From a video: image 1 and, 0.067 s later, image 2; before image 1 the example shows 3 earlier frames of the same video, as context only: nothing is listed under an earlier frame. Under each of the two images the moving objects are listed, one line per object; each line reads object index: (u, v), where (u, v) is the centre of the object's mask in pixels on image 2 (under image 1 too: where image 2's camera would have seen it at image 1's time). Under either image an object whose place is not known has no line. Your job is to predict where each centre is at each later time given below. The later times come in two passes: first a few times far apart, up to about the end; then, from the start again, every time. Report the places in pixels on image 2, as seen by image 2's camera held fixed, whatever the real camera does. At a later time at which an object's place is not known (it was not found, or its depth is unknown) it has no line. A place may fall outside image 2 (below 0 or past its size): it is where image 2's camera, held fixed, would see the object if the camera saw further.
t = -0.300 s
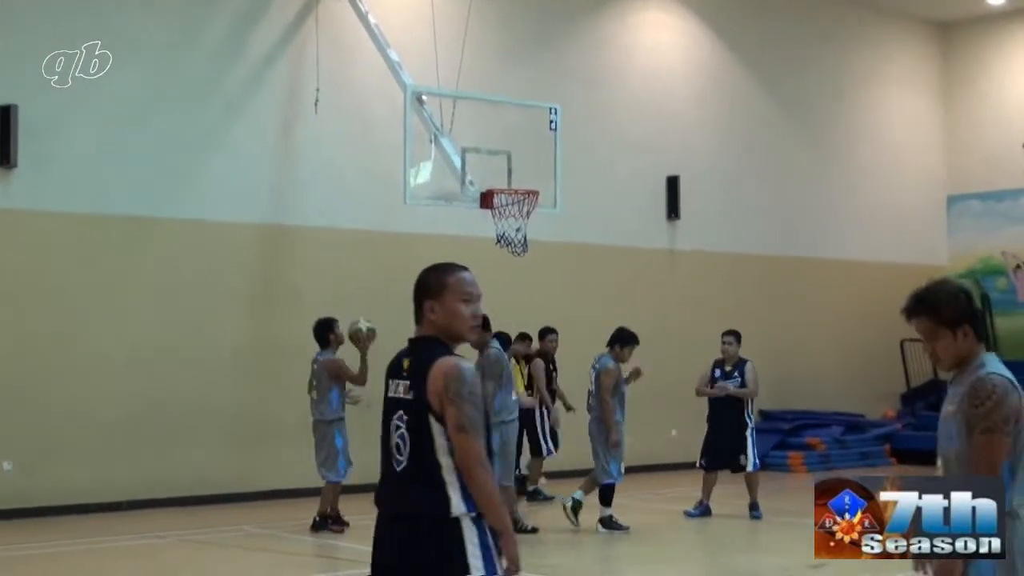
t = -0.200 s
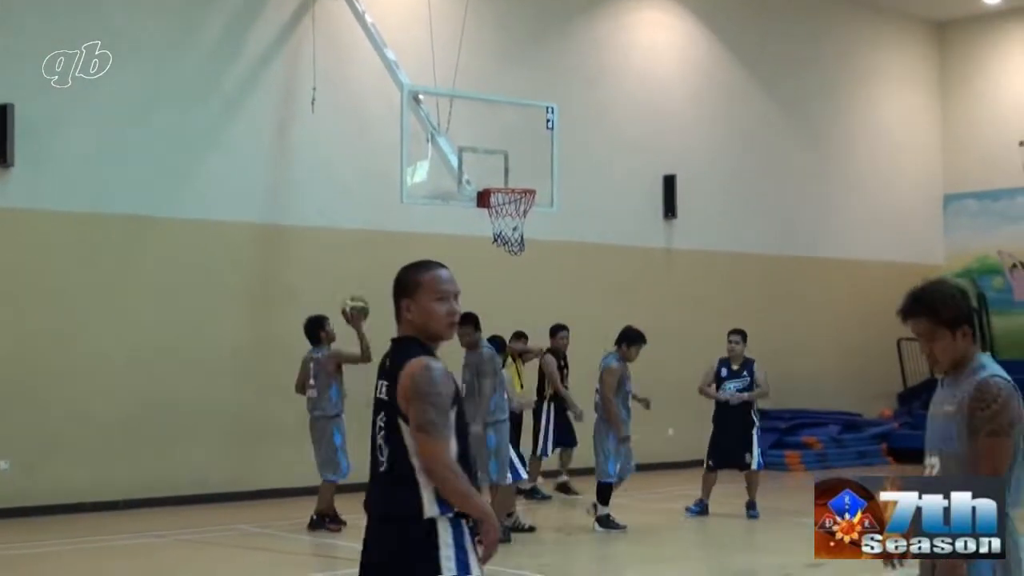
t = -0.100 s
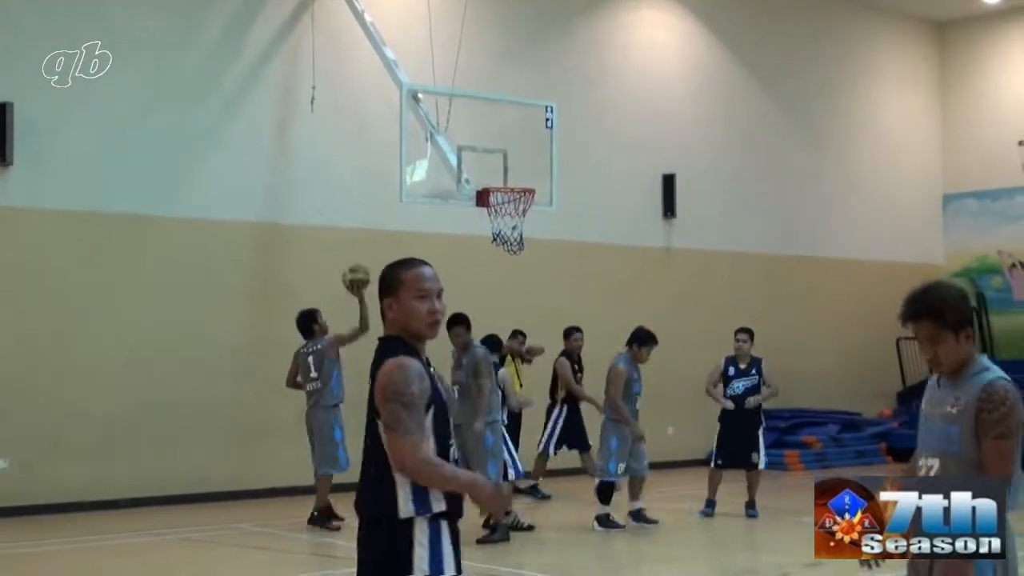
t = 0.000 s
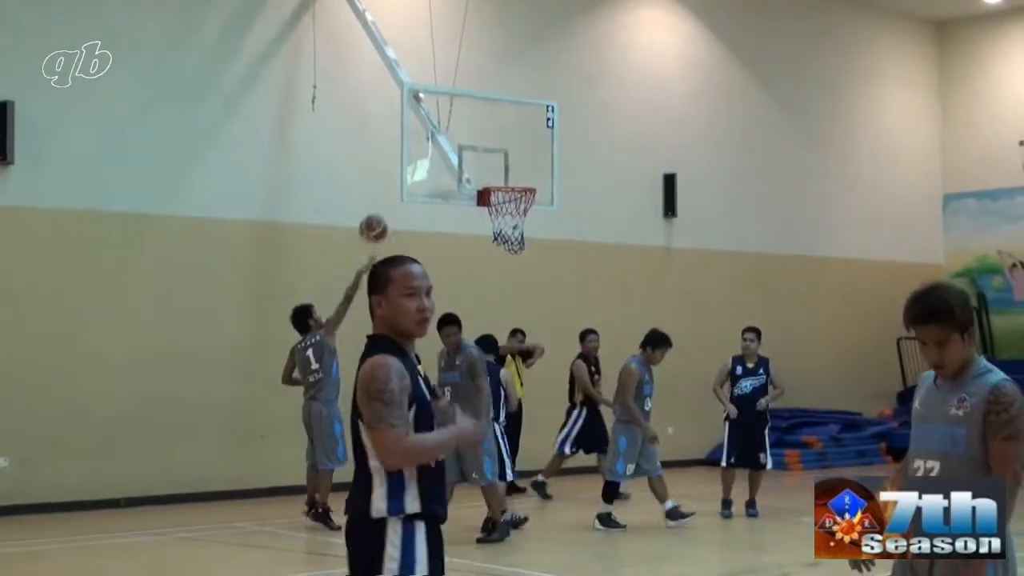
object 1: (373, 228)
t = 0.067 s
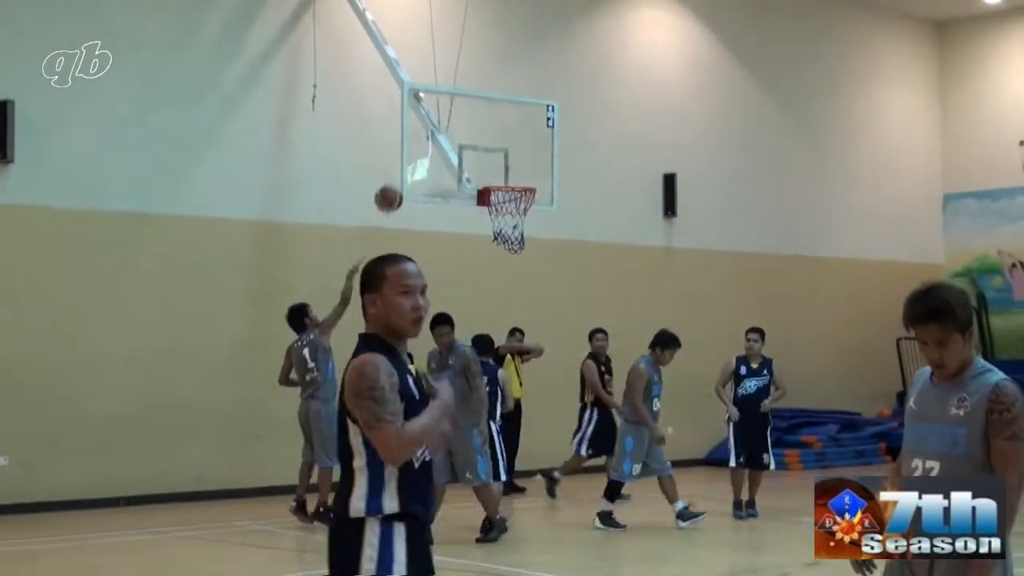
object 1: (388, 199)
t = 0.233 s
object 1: (426, 148)
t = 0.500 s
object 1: (481, 133)
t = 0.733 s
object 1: (528, 178)
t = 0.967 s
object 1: (572, 281)
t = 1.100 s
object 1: (596, 362)
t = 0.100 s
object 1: (396, 186)
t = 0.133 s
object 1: (403, 175)
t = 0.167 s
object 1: (411, 165)
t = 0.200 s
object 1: (418, 155)
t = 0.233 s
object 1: (426, 148)
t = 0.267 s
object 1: (432, 142)
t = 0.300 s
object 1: (439, 137)
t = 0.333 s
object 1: (446, 134)
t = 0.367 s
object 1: (454, 131)
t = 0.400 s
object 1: (461, 130)
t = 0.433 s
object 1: (468, 130)
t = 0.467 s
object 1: (474, 131)
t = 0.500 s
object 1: (481, 133)
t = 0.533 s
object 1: (488, 136)
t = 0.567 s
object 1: (495, 141)
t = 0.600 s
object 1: (502, 147)
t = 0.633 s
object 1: (508, 154)
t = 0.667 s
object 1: (516, 162)
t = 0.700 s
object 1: (521, 170)
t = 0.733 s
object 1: (528, 178)
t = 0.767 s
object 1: (534, 191)
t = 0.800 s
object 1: (541, 204)
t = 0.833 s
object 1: (547, 217)
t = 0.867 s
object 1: (553, 232)
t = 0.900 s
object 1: (560, 248)
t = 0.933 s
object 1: (566, 264)
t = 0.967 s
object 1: (572, 281)
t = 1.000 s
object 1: (578, 300)
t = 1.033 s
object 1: (584, 319)
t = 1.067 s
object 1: (590, 340)
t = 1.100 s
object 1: (596, 362)
